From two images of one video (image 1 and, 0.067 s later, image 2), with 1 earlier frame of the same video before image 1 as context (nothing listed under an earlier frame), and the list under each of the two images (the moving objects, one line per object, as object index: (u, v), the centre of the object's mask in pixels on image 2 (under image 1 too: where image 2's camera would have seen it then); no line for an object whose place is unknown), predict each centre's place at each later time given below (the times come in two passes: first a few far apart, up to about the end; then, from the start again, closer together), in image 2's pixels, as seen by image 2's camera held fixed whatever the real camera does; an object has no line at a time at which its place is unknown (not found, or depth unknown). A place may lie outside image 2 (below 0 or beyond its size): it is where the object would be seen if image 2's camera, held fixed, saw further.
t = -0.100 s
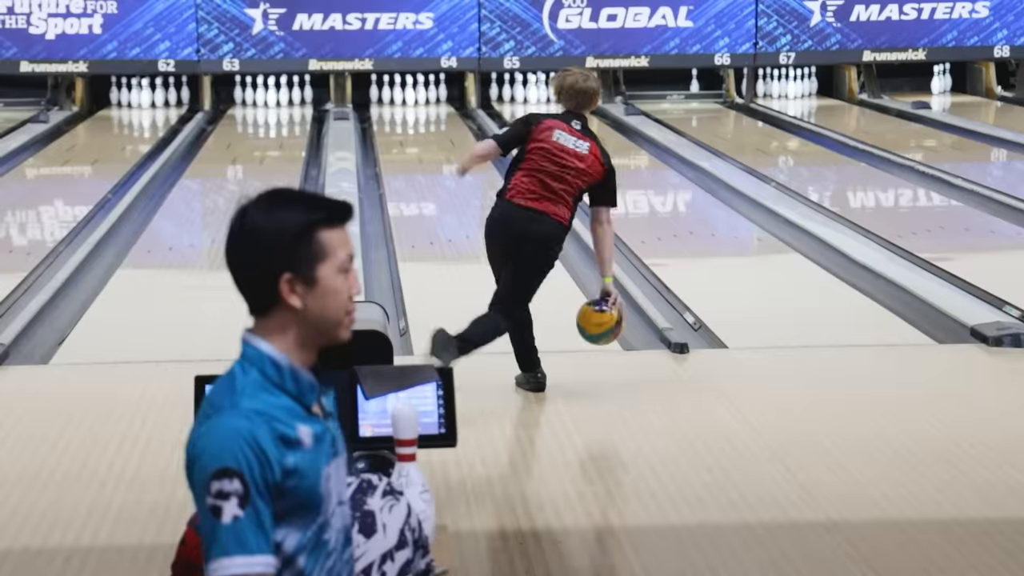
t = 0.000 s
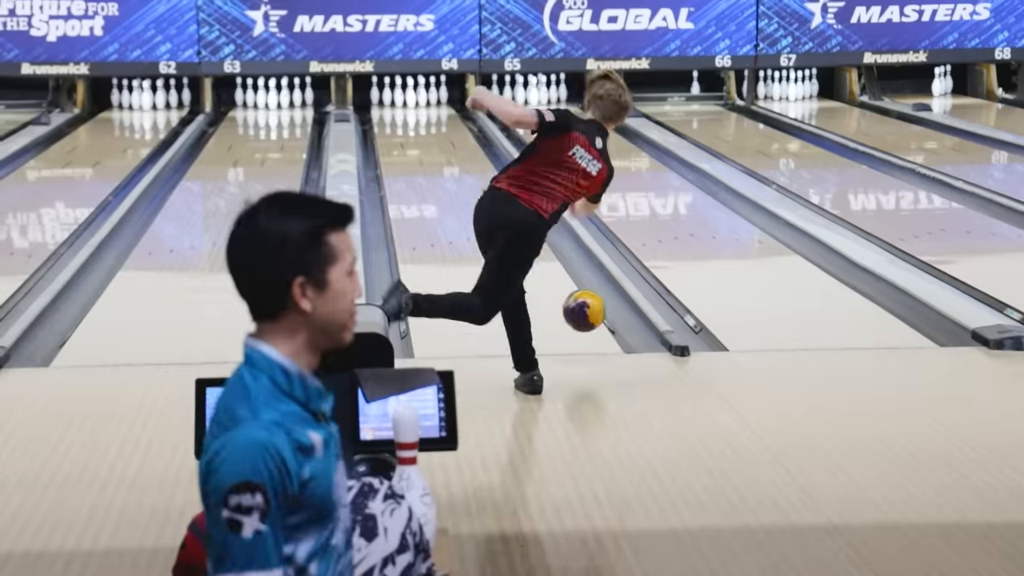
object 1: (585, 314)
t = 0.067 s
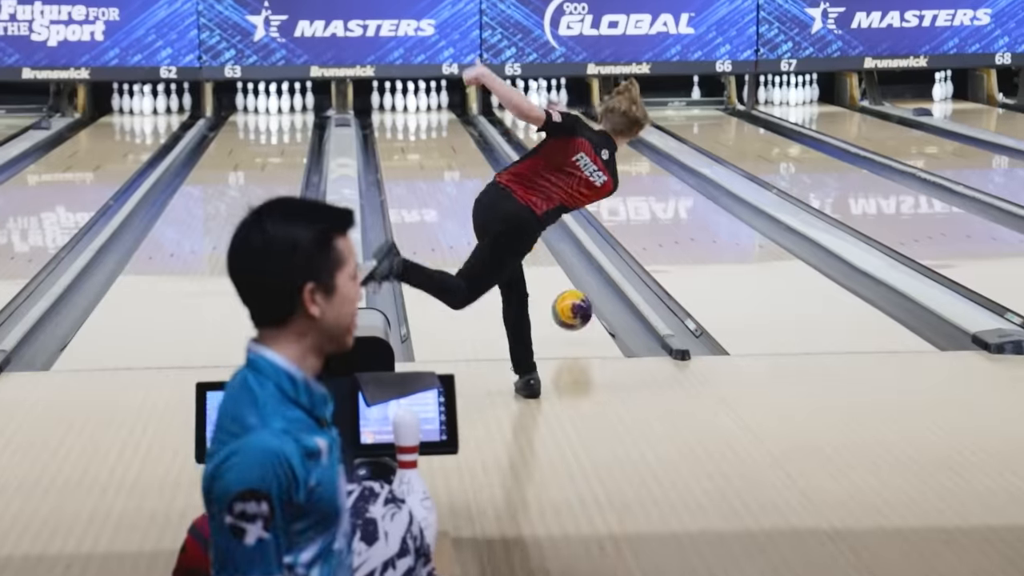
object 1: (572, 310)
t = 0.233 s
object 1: (546, 283)
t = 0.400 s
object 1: (538, 251)
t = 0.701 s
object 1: (495, 207)
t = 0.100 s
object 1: (566, 311)
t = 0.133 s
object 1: (560, 306)
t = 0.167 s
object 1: (555, 298)
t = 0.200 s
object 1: (550, 291)
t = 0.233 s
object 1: (546, 283)
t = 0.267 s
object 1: (544, 276)
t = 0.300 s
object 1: (542, 270)
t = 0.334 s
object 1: (540, 263)
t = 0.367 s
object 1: (539, 256)
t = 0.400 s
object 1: (538, 251)
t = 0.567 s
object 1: (501, 228)
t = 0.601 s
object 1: (500, 221)
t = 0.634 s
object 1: (499, 215)
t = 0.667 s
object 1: (497, 211)
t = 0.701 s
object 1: (495, 207)
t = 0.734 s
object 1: (492, 203)
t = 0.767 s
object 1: (490, 200)
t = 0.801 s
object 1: (487, 195)
